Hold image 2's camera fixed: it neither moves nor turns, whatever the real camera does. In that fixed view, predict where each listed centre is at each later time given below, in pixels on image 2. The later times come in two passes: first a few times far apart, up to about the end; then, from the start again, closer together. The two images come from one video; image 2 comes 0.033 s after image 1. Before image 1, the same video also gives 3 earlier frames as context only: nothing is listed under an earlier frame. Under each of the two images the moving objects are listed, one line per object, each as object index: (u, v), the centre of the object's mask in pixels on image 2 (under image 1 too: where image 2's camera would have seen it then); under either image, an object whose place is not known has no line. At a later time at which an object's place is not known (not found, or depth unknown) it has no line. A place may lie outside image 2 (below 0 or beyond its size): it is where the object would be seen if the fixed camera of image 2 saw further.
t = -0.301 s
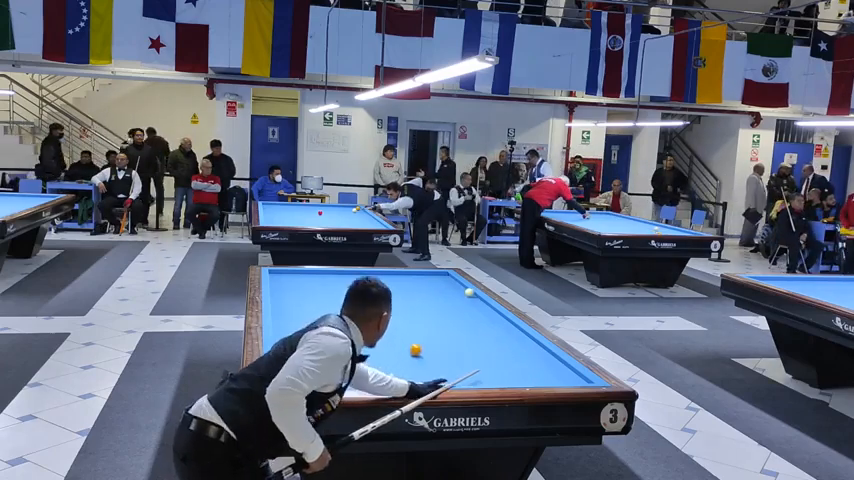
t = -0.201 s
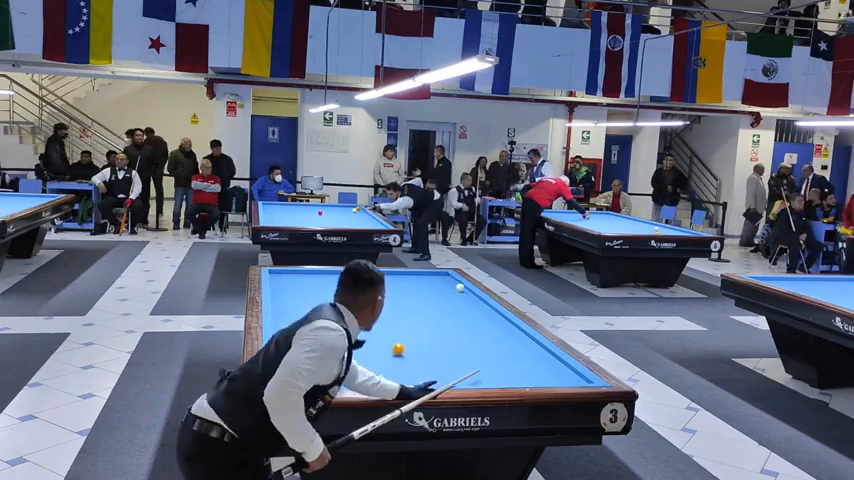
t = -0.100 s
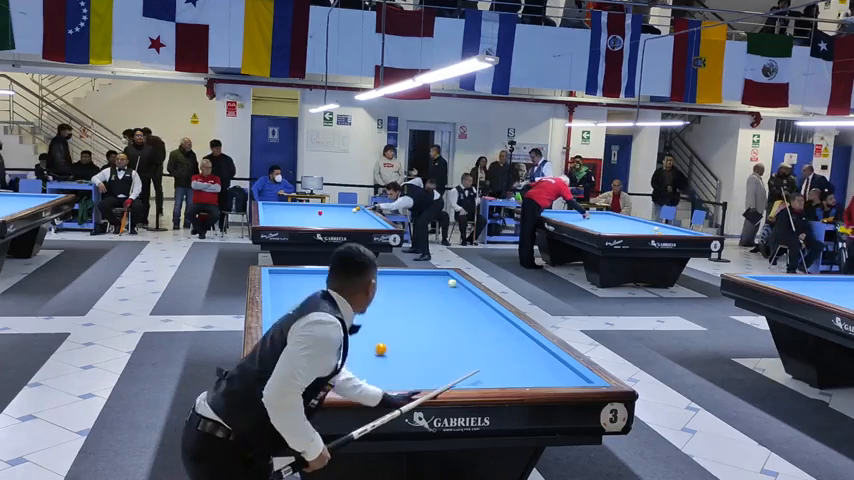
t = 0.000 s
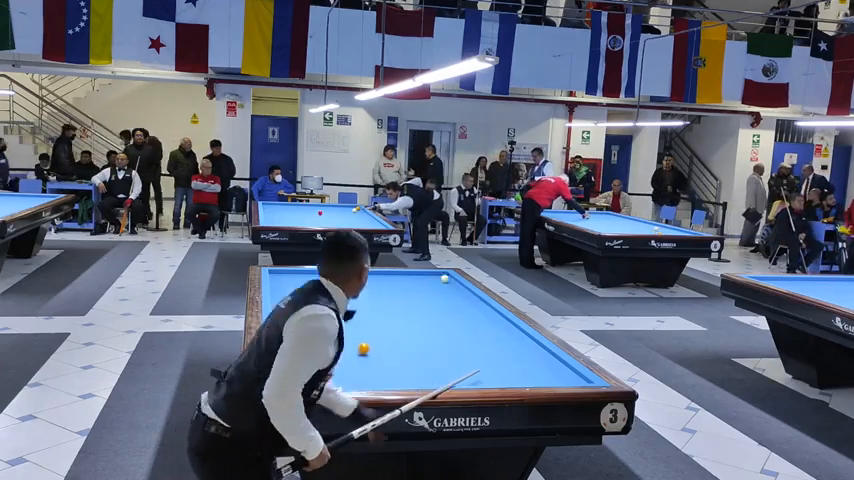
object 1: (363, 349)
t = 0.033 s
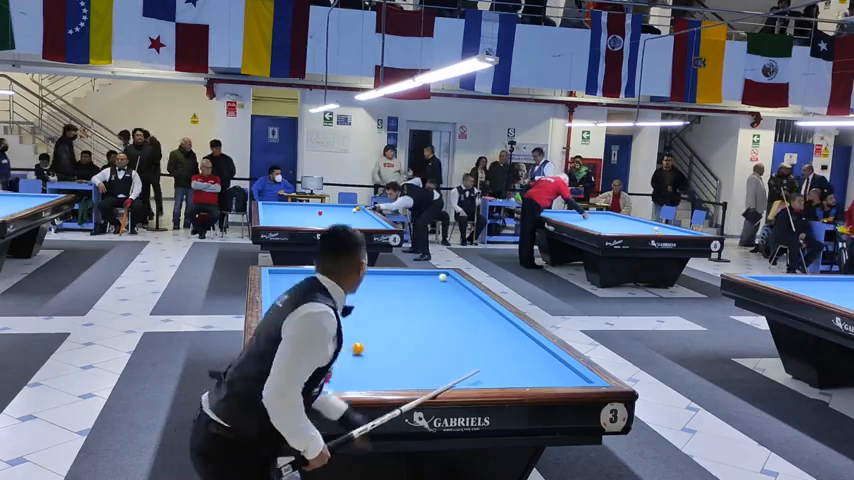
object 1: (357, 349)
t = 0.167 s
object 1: (337, 350)
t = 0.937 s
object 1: (324, 346)
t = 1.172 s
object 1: (343, 345)
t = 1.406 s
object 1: (363, 344)
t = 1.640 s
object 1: (382, 344)
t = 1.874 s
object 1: (402, 343)
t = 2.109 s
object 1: (419, 342)
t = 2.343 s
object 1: (435, 342)
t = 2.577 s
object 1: (450, 341)
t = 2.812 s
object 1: (465, 341)
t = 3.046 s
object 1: (480, 340)
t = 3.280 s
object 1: (493, 340)
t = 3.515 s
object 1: (506, 339)
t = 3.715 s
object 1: (517, 339)
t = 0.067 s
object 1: (352, 349)
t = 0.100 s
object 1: (346, 349)
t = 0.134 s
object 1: (341, 349)
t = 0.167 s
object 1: (337, 350)
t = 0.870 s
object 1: (320, 347)
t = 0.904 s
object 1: (322, 346)
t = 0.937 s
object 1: (324, 346)
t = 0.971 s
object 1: (326, 346)
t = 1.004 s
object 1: (329, 346)
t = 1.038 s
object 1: (332, 345)
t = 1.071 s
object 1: (335, 345)
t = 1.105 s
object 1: (338, 345)
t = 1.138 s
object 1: (341, 345)
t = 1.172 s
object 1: (343, 345)
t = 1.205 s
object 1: (346, 345)
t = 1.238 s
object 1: (349, 345)
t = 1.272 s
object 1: (352, 345)
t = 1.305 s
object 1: (355, 345)
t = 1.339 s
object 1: (357, 344)
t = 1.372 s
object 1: (360, 344)
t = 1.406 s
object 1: (363, 344)
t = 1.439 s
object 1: (366, 344)
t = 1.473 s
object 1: (368, 344)
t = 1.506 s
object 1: (371, 344)
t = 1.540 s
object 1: (374, 344)
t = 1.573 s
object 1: (379, 344)
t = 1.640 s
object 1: (382, 344)
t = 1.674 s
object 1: (384, 344)
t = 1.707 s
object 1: (389, 343)
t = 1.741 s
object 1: (392, 343)
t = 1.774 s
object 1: (394, 343)
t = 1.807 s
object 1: (397, 343)
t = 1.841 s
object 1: (399, 343)
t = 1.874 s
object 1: (402, 343)
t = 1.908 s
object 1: (405, 343)
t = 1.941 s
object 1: (407, 343)
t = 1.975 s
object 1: (409, 343)
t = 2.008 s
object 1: (412, 343)
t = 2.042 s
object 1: (414, 342)
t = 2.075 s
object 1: (416, 342)
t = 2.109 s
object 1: (419, 342)
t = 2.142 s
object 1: (421, 342)
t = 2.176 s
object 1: (423, 342)
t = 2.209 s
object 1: (426, 342)
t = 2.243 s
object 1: (428, 342)
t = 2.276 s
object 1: (431, 342)
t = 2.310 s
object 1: (433, 342)
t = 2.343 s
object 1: (435, 342)
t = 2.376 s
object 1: (438, 342)
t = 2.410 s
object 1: (440, 342)
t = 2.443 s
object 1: (442, 341)
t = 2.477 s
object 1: (444, 341)
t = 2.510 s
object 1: (446, 341)
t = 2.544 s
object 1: (448, 341)
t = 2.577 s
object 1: (450, 341)
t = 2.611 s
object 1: (453, 341)
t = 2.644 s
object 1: (455, 341)
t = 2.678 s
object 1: (457, 341)
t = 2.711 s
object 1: (459, 341)
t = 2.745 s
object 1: (461, 341)
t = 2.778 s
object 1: (463, 341)
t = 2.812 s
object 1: (465, 341)
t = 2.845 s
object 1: (467, 341)
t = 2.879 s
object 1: (470, 341)
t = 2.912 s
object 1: (472, 340)
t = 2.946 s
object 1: (474, 341)
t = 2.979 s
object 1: (476, 340)
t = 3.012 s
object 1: (478, 340)
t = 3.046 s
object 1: (480, 340)
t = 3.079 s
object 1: (482, 340)
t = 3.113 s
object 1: (483, 340)
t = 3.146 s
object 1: (486, 340)
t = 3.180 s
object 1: (487, 340)
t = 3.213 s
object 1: (490, 340)
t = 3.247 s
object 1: (491, 340)
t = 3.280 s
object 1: (493, 340)
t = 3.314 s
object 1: (495, 340)
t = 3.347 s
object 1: (497, 340)
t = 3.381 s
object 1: (499, 339)
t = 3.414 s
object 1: (501, 339)
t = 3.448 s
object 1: (502, 339)
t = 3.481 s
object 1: (504, 339)
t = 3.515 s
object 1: (506, 339)
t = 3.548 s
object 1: (508, 339)
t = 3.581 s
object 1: (509, 339)
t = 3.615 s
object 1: (511, 339)
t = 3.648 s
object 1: (513, 339)
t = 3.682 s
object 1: (515, 339)
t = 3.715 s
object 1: (517, 339)
